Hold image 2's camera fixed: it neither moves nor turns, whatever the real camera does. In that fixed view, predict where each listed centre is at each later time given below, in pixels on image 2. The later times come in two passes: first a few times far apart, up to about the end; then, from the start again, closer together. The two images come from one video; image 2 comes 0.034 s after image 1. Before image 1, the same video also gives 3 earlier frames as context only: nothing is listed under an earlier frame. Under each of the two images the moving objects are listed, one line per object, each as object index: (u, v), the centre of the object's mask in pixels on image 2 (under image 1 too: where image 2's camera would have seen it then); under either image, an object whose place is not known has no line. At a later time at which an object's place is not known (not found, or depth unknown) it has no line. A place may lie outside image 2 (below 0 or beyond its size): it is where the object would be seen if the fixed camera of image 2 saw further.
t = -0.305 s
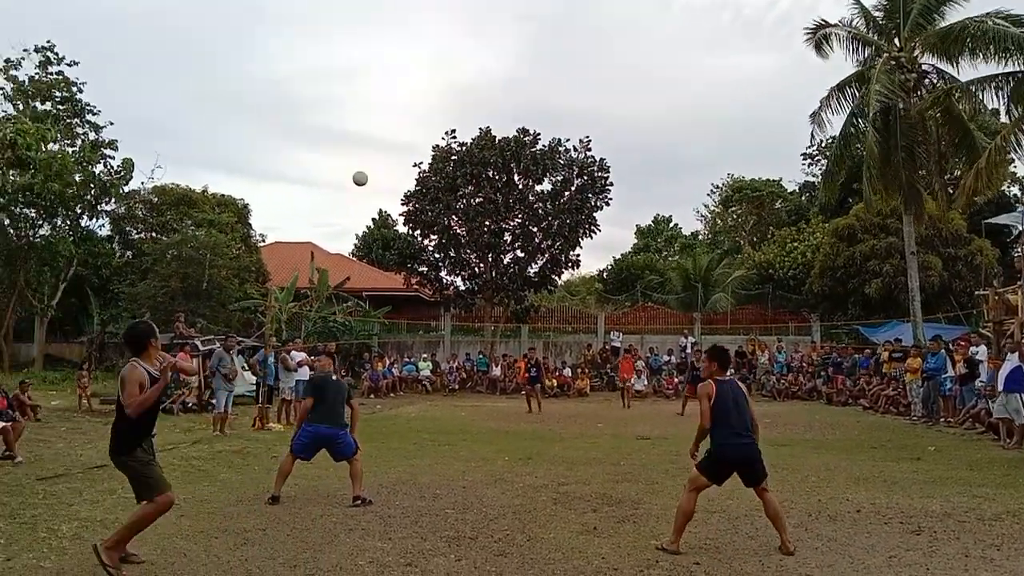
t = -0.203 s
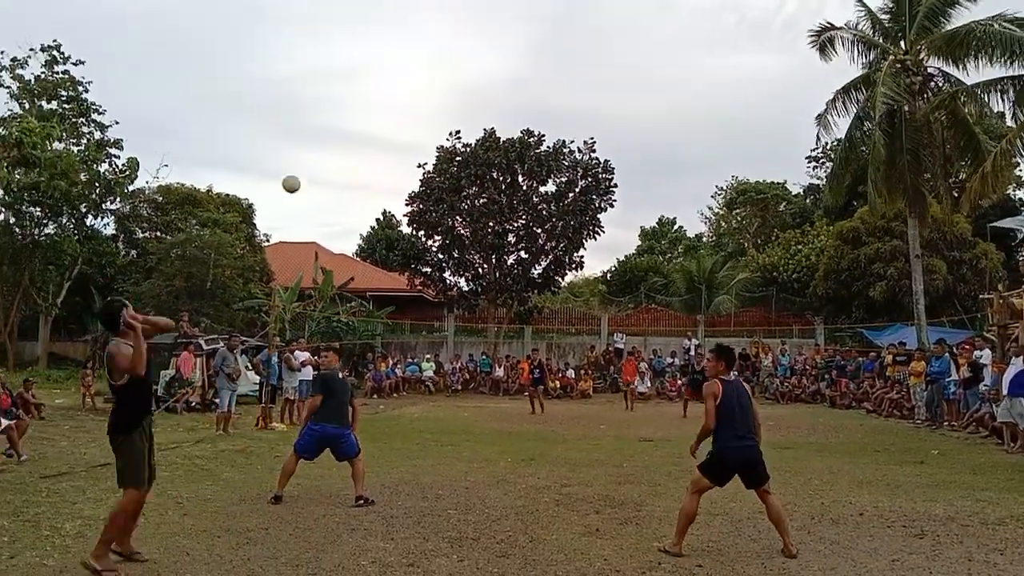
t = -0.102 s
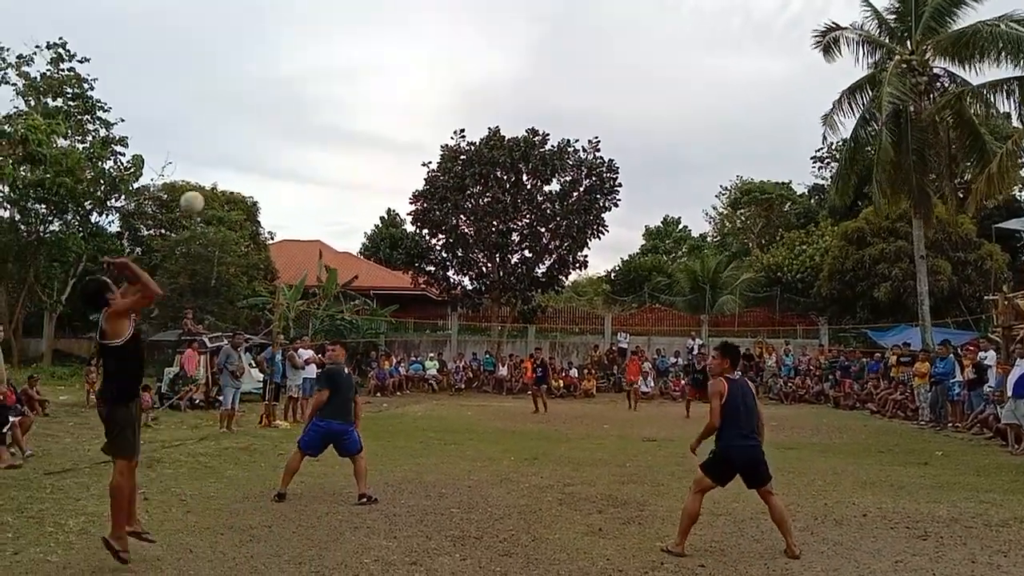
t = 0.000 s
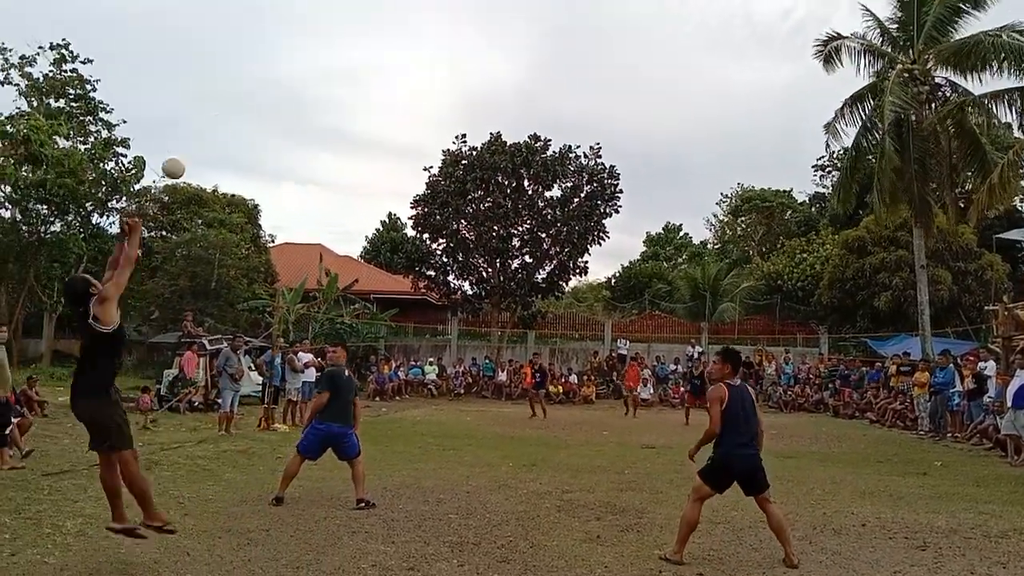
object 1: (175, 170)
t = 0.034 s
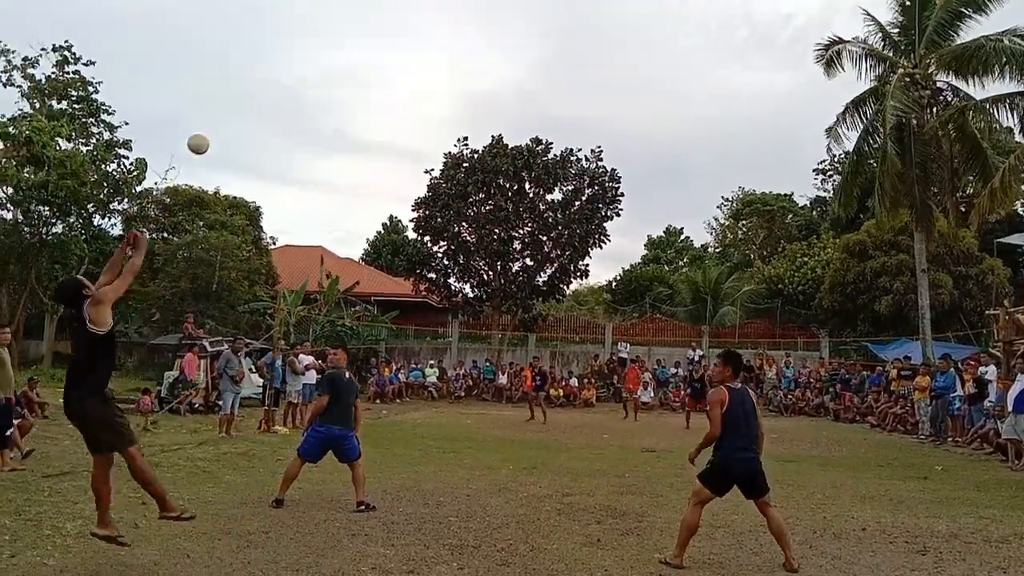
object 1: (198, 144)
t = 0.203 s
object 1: (285, 62)
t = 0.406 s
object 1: (351, 27)
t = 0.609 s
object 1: (395, 34)
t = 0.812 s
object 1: (426, 63)
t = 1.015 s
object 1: (449, 108)
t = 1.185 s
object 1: (462, 154)
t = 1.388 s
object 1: (476, 215)
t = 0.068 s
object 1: (219, 122)
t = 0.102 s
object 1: (237, 103)
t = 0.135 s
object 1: (254, 87)
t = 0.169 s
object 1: (270, 73)
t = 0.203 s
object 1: (285, 62)
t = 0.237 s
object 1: (298, 53)
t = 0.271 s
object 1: (310, 45)
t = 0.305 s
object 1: (322, 38)
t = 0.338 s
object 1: (332, 33)
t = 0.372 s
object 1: (342, 30)
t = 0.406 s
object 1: (351, 27)
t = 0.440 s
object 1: (360, 26)
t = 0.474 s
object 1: (368, 26)
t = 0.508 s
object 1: (375, 26)
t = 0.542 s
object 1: (382, 28)
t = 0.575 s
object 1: (389, 31)
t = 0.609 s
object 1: (395, 34)
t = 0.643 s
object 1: (401, 37)
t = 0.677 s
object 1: (407, 42)
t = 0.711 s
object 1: (412, 46)
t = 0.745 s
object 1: (417, 51)
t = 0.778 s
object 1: (422, 57)
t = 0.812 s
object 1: (426, 63)
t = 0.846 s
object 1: (430, 69)
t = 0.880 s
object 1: (435, 76)
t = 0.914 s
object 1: (438, 84)
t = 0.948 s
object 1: (442, 91)
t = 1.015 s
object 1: (449, 108)
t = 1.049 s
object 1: (452, 117)
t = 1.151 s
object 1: (460, 142)
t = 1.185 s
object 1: (462, 154)
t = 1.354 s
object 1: (474, 205)
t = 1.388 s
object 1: (476, 215)
